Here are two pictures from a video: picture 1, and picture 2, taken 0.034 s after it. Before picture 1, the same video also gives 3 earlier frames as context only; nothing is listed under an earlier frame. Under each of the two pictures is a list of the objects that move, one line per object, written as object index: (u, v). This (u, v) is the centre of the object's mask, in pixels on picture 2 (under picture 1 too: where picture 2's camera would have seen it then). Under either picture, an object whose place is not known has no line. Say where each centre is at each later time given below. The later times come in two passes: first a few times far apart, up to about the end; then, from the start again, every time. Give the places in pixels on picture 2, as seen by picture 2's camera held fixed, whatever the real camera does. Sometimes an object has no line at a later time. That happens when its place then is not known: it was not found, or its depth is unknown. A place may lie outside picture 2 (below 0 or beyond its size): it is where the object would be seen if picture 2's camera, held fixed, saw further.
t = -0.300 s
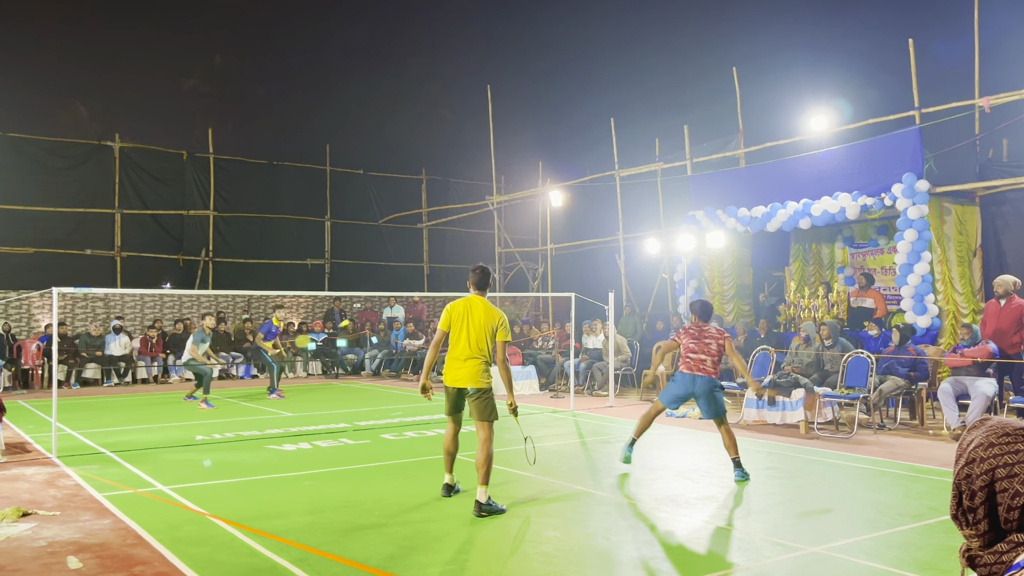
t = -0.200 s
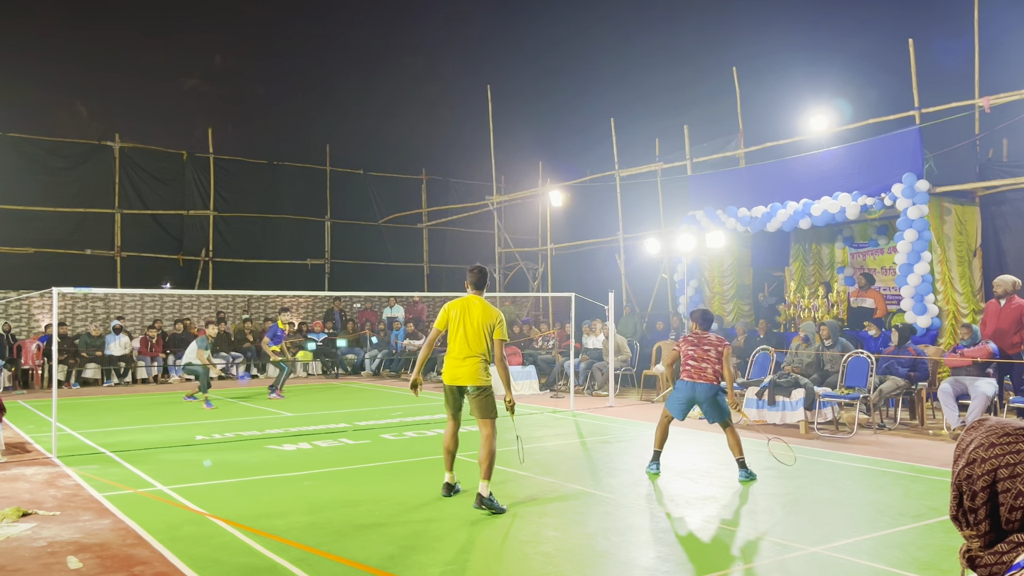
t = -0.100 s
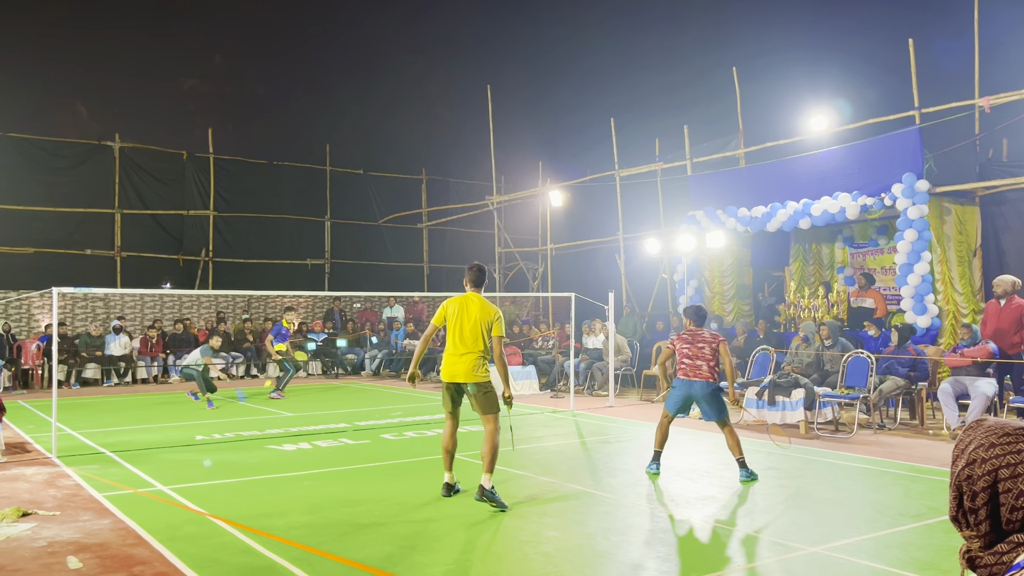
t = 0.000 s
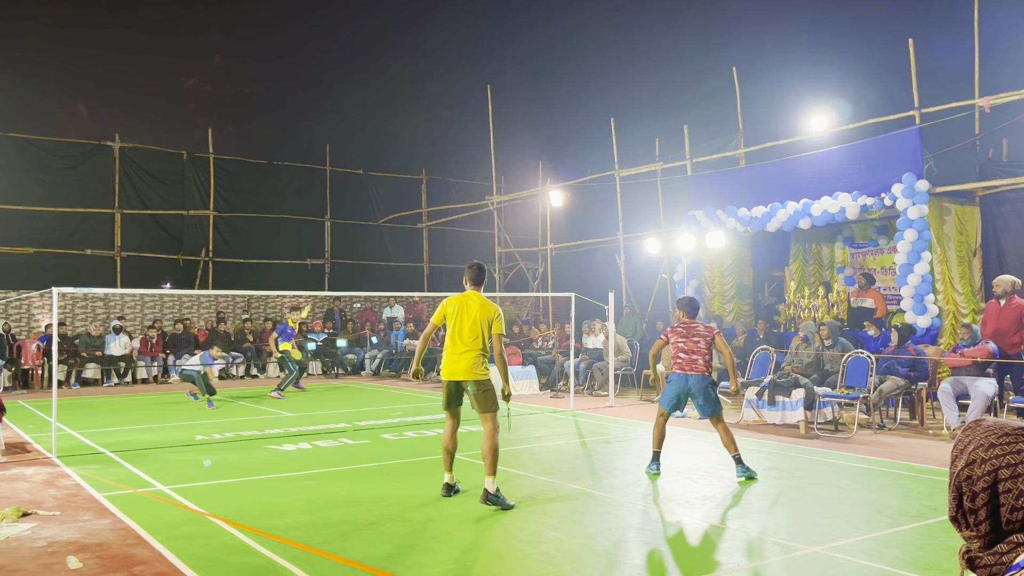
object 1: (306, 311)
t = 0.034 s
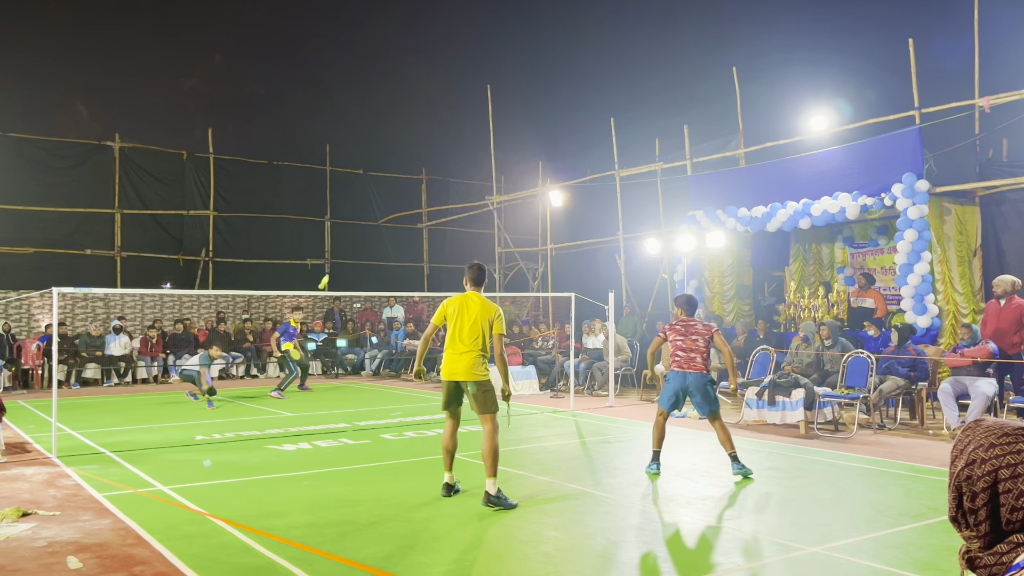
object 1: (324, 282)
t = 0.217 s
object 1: (406, 157)
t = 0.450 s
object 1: (497, 60)
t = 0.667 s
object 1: (580, 27)
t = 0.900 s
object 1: (673, 63)
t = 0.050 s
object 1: (332, 268)
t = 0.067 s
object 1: (340, 254)
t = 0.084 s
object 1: (348, 242)
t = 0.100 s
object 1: (355, 230)
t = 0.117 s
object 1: (363, 218)
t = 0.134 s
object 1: (371, 207)
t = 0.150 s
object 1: (378, 196)
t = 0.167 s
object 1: (386, 185)
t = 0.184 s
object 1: (393, 176)
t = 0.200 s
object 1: (399, 167)
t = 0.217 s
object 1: (406, 157)
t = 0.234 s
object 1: (413, 148)
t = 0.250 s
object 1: (420, 139)
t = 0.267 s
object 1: (426, 130)
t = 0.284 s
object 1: (433, 123)
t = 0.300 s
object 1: (440, 115)
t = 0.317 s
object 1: (446, 108)
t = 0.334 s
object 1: (453, 101)
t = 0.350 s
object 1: (459, 95)
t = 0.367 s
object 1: (466, 88)
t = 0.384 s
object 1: (472, 82)
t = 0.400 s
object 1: (478, 76)
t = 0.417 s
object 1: (484, 70)
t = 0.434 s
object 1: (491, 65)
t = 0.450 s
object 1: (497, 60)
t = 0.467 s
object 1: (504, 56)
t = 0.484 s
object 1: (510, 52)
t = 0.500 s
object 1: (516, 48)
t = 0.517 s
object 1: (523, 44)
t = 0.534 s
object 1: (529, 41)
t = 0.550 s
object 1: (535, 38)
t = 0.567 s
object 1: (542, 35)
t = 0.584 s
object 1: (548, 33)
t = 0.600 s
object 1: (554, 31)
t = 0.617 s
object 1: (561, 30)
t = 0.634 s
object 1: (567, 28)
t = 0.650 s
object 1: (574, 28)
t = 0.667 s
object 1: (580, 27)
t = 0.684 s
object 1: (587, 28)
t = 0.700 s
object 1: (593, 28)
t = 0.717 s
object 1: (600, 28)
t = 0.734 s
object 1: (606, 29)
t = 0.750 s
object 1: (613, 31)
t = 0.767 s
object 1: (619, 33)
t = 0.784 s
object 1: (626, 35)
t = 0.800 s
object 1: (632, 37)
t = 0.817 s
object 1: (640, 41)
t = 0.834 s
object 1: (646, 44)
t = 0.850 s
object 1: (653, 48)
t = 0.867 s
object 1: (659, 53)
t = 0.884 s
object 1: (666, 57)
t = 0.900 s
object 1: (673, 63)
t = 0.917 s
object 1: (680, 68)
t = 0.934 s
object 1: (687, 75)
